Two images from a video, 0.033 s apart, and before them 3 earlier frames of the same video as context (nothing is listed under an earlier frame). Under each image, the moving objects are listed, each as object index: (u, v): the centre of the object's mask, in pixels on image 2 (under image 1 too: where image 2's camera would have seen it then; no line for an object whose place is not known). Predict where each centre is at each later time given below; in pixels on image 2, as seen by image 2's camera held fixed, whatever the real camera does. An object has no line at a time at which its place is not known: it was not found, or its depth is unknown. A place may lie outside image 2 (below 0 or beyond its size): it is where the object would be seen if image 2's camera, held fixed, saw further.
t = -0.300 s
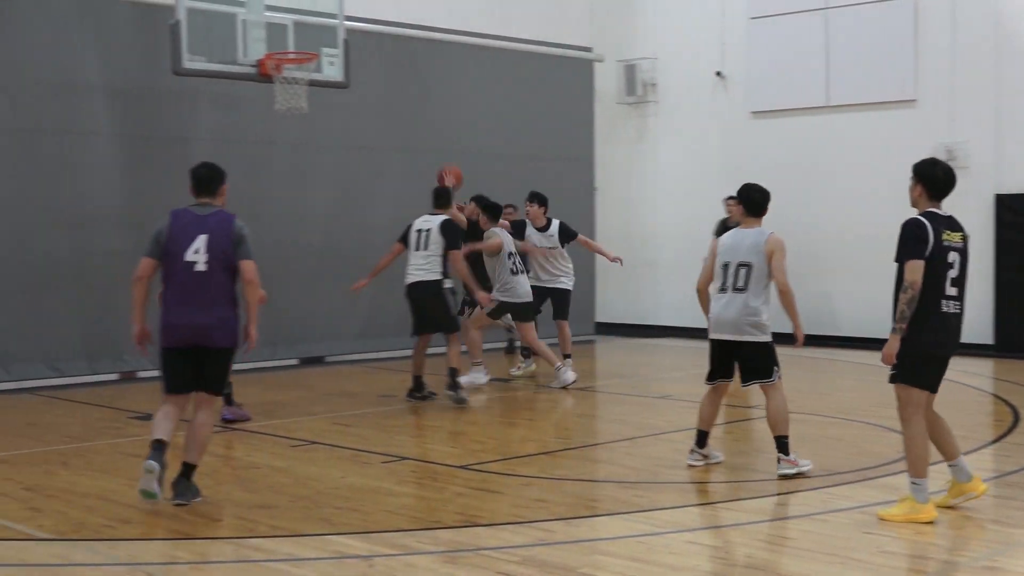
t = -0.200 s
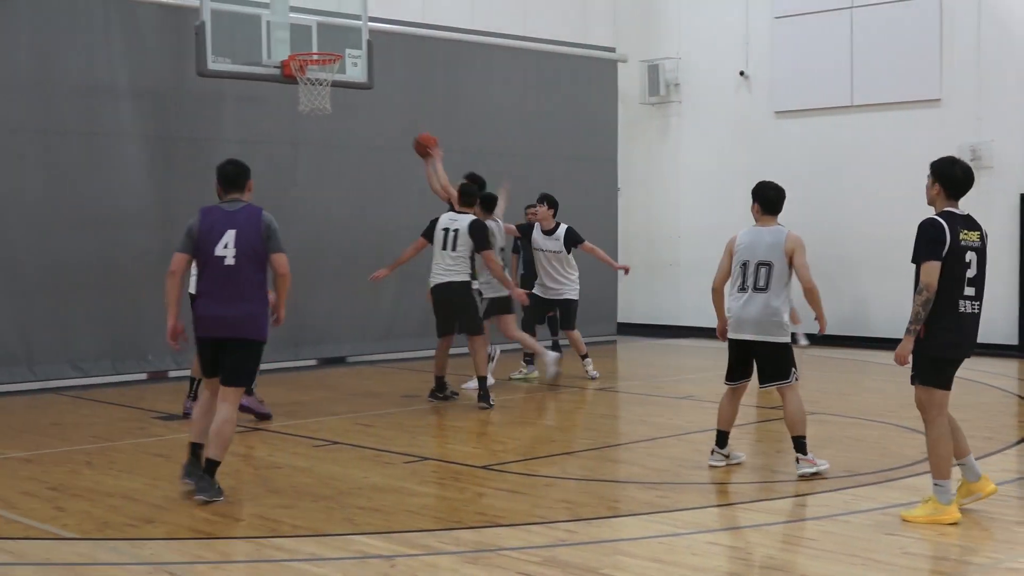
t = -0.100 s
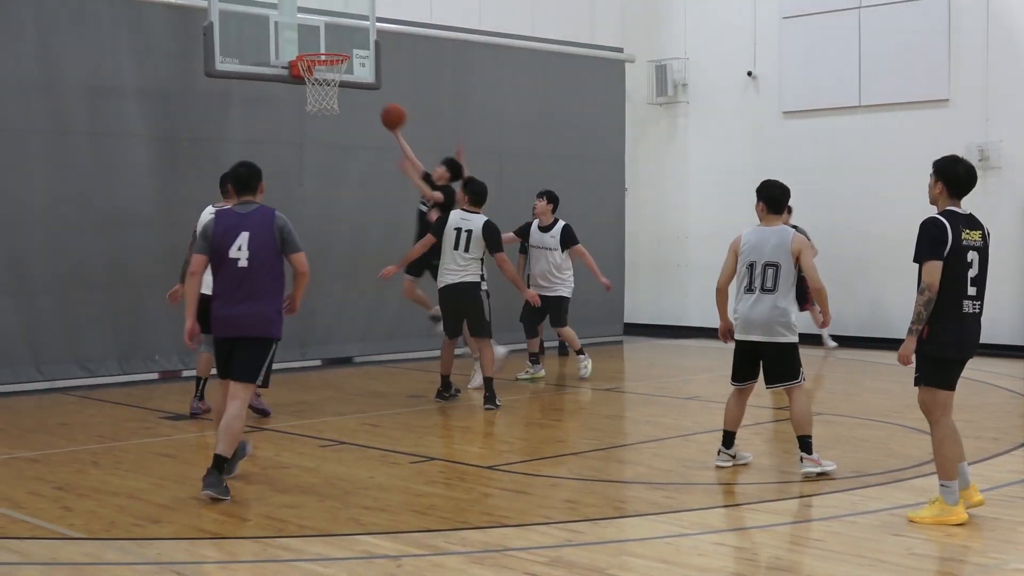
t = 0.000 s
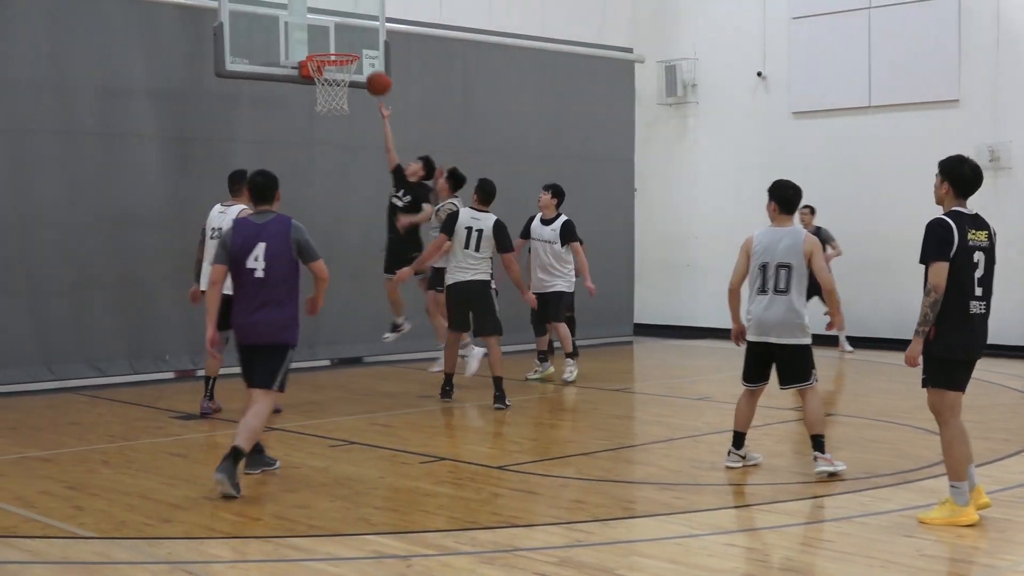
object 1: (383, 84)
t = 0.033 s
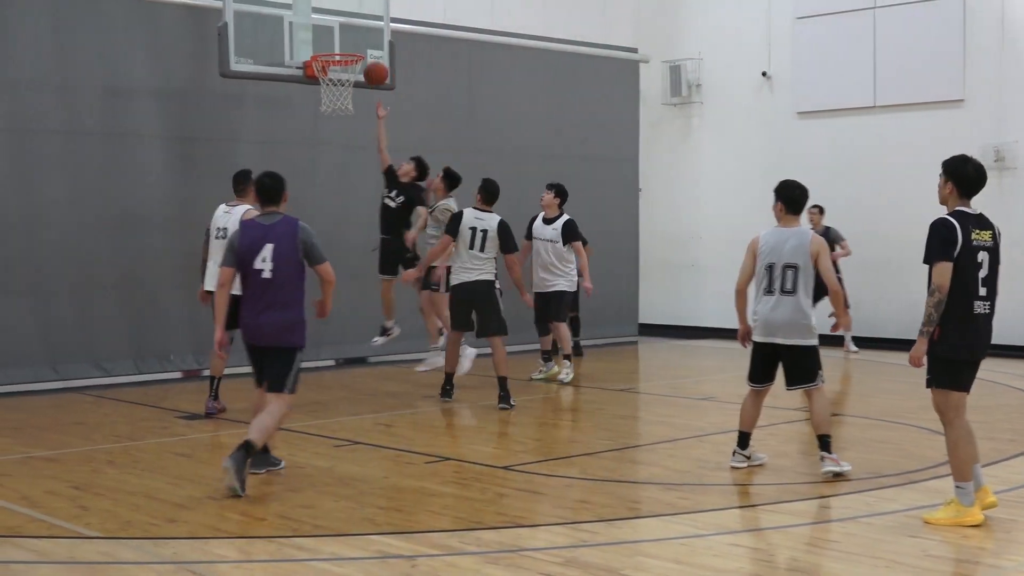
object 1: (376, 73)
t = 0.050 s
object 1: (373, 69)
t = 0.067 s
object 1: (371, 65)
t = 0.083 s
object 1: (369, 61)
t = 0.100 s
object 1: (366, 56)
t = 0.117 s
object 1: (361, 51)
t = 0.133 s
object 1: (358, 47)
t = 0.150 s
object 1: (356, 45)
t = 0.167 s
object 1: (356, 44)
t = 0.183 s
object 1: (356, 42)
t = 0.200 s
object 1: (356, 41)
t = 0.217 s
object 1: (356, 39)
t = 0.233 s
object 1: (355, 37)
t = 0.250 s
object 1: (355, 36)
